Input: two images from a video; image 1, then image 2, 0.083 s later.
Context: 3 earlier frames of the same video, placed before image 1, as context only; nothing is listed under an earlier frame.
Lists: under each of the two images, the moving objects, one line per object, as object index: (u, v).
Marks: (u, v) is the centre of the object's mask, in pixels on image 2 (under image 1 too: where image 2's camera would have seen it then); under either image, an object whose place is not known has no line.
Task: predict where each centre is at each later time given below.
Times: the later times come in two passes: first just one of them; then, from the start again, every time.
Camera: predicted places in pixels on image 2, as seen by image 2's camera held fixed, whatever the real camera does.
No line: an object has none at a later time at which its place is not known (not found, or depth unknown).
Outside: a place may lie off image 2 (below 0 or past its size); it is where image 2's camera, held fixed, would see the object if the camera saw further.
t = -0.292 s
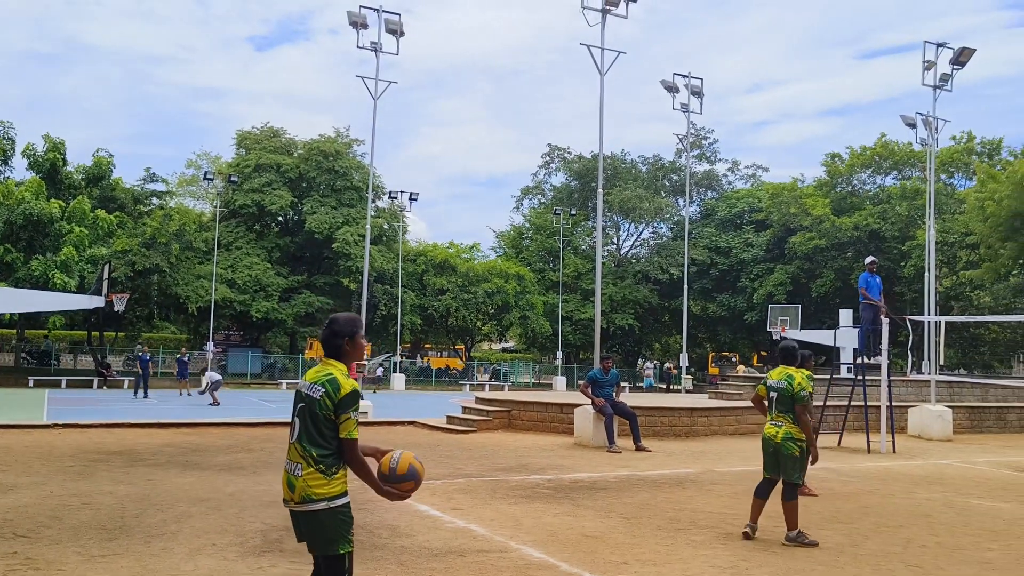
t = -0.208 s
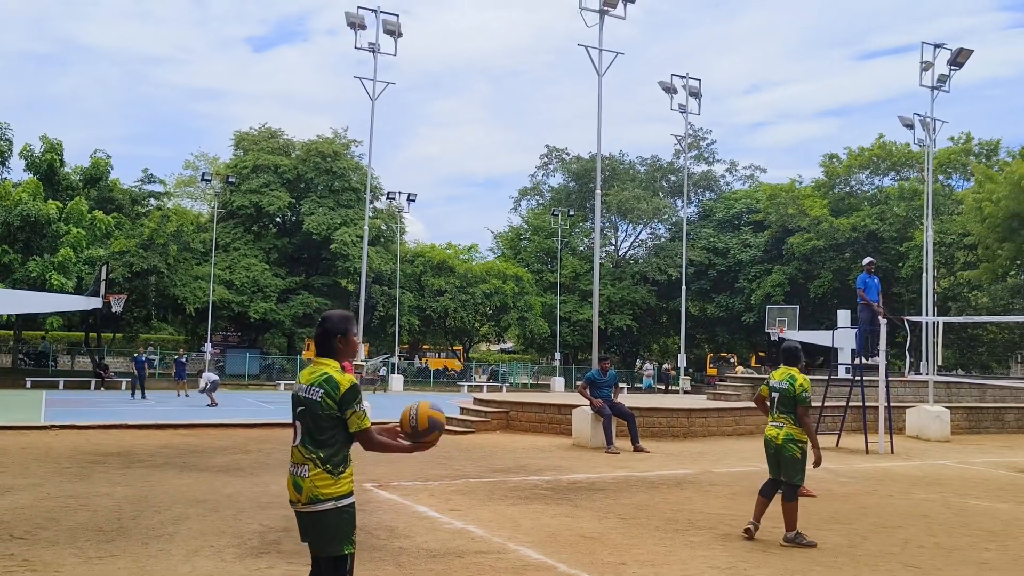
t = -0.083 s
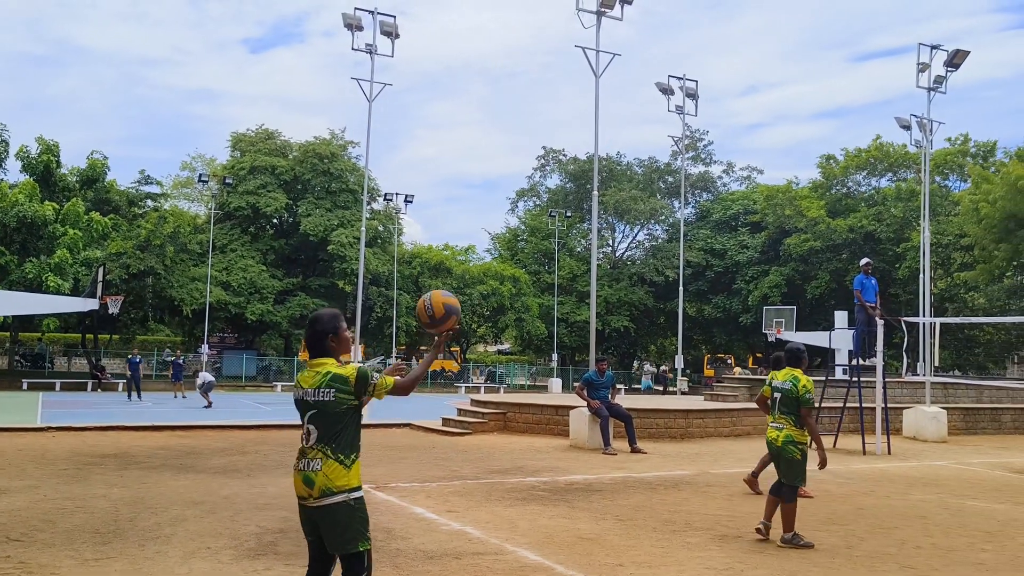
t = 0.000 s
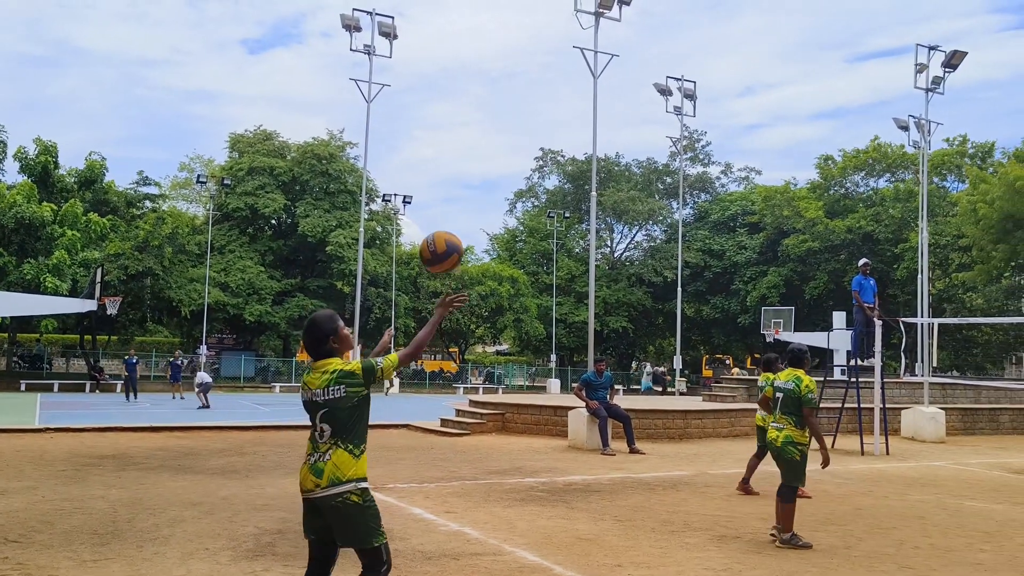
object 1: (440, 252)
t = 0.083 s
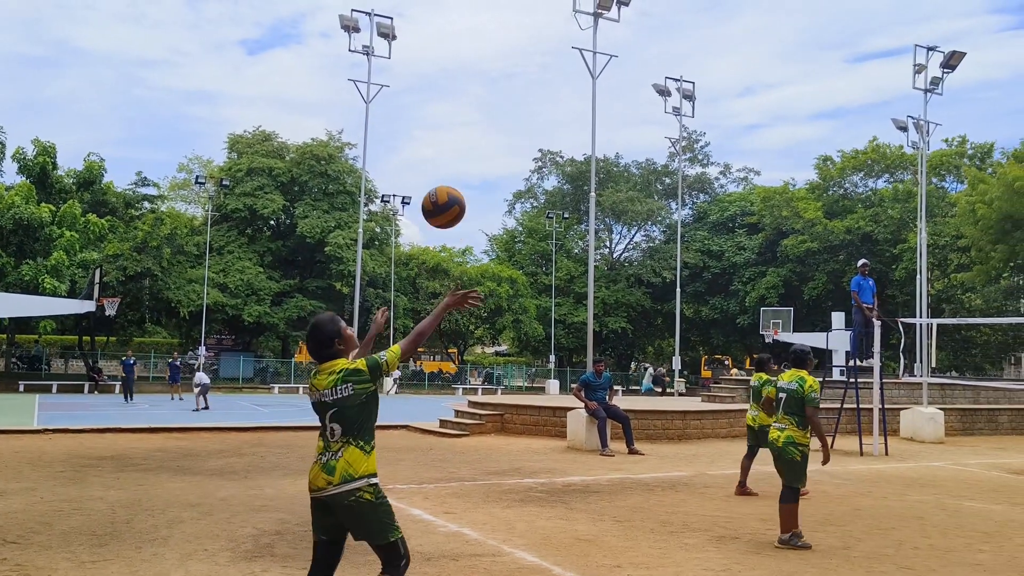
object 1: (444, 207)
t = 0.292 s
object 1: (450, 155)
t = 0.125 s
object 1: (445, 189)
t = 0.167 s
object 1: (446, 176)
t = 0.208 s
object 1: (448, 165)
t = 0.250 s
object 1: (448, 158)
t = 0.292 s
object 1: (450, 155)
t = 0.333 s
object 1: (451, 154)
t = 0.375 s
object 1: (451, 158)
